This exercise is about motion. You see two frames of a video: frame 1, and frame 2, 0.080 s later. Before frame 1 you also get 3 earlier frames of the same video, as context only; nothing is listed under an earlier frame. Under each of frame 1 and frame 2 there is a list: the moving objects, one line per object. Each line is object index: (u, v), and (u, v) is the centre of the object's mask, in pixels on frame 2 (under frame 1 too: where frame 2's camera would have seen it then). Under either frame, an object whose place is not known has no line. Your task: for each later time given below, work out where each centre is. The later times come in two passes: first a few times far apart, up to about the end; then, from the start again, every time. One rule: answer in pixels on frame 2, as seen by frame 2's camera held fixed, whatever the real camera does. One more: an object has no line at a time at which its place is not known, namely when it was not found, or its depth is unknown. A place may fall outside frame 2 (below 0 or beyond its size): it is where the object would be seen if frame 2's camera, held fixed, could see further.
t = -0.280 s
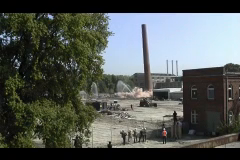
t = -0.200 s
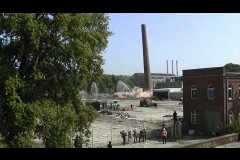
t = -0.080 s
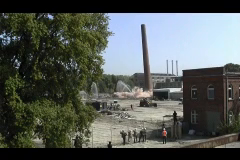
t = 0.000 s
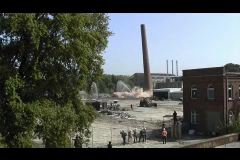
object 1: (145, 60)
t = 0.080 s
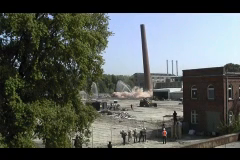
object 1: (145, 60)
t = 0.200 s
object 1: (145, 59)
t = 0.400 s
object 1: (145, 59)
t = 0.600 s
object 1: (144, 59)
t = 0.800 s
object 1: (144, 60)
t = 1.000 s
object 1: (143, 59)
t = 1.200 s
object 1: (142, 60)
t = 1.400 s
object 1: (141, 59)
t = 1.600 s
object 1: (141, 60)
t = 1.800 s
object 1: (140, 60)
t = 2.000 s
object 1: (139, 61)
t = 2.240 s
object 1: (137, 63)
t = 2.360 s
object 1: (136, 64)
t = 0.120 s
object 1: (145, 60)
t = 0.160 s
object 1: (145, 59)
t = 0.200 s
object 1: (145, 59)
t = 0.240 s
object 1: (145, 60)
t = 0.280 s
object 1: (145, 59)
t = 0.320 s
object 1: (145, 60)
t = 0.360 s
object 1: (145, 59)
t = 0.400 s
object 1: (145, 59)
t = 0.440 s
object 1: (145, 59)
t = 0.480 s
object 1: (144, 59)
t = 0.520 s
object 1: (144, 59)
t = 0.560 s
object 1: (144, 59)
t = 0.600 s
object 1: (144, 59)
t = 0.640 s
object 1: (144, 60)
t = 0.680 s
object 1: (144, 60)
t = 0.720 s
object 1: (144, 59)
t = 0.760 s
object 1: (144, 59)
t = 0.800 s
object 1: (144, 60)
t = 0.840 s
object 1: (144, 60)
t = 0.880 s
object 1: (143, 60)
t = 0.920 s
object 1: (143, 60)
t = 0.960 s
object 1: (143, 60)
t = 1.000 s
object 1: (143, 59)
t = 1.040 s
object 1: (143, 60)
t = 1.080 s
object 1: (143, 59)
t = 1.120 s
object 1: (143, 60)
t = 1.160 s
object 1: (143, 60)
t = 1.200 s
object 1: (142, 60)
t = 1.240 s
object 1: (142, 60)
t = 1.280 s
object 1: (142, 60)
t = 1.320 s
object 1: (142, 60)
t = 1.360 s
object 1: (142, 59)
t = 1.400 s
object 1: (141, 59)
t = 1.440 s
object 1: (141, 59)
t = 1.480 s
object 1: (141, 59)
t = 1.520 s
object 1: (141, 59)
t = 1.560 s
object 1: (141, 60)
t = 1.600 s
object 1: (141, 60)
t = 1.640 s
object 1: (140, 60)
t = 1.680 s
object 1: (140, 60)
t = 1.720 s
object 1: (140, 60)
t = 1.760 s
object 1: (140, 60)
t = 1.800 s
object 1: (140, 60)
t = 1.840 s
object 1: (140, 61)
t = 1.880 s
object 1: (139, 61)
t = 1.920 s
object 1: (139, 61)
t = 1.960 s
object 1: (139, 61)
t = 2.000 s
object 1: (139, 61)
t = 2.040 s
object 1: (139, 62)
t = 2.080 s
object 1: (138, 63)
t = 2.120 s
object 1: (138, 63)
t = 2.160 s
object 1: (137, 62)
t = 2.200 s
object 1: (137, 62)
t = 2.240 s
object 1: (137, 63)
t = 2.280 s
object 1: (137, 63)
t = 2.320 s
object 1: (137, 63)
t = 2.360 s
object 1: (136, 64)
